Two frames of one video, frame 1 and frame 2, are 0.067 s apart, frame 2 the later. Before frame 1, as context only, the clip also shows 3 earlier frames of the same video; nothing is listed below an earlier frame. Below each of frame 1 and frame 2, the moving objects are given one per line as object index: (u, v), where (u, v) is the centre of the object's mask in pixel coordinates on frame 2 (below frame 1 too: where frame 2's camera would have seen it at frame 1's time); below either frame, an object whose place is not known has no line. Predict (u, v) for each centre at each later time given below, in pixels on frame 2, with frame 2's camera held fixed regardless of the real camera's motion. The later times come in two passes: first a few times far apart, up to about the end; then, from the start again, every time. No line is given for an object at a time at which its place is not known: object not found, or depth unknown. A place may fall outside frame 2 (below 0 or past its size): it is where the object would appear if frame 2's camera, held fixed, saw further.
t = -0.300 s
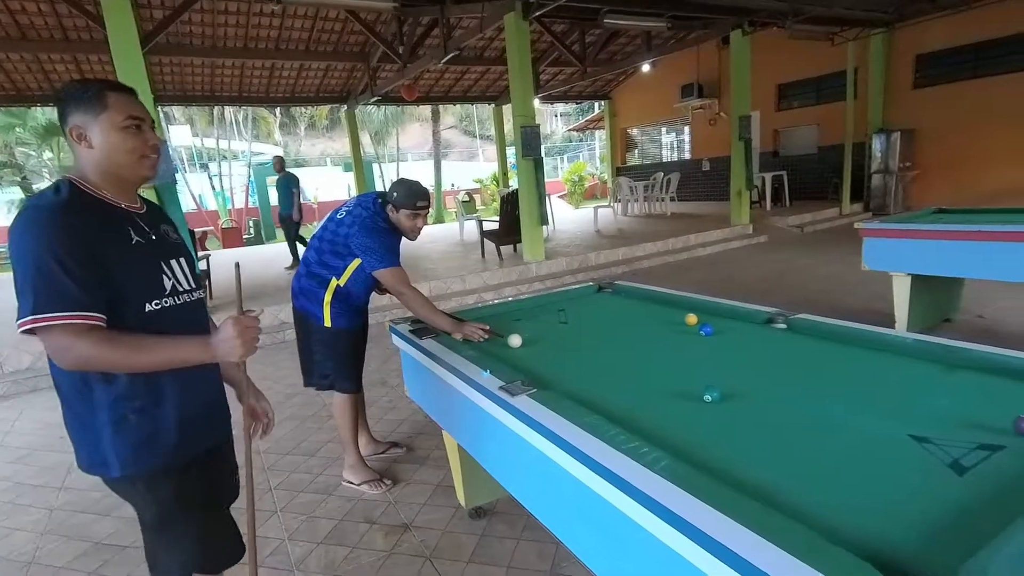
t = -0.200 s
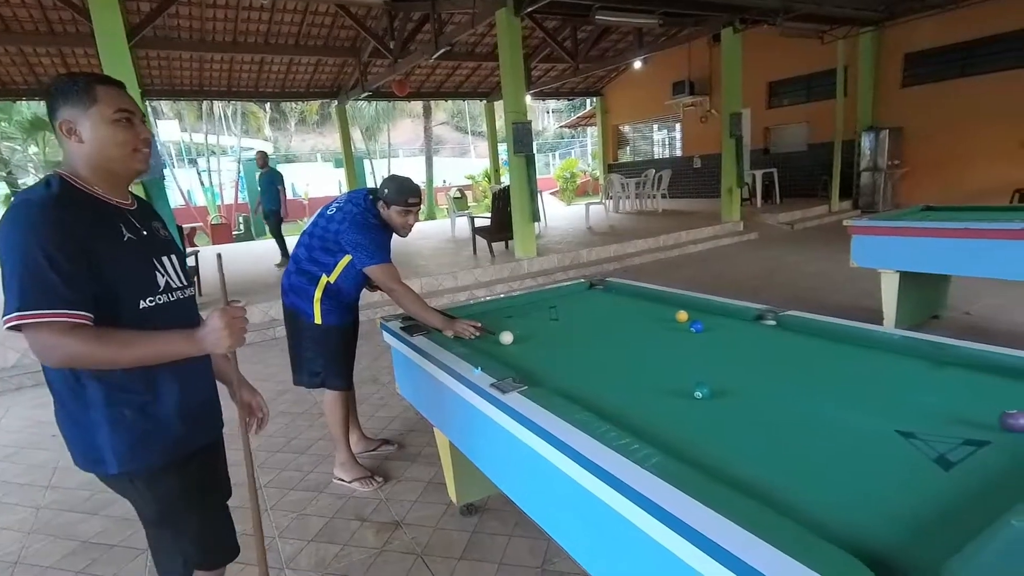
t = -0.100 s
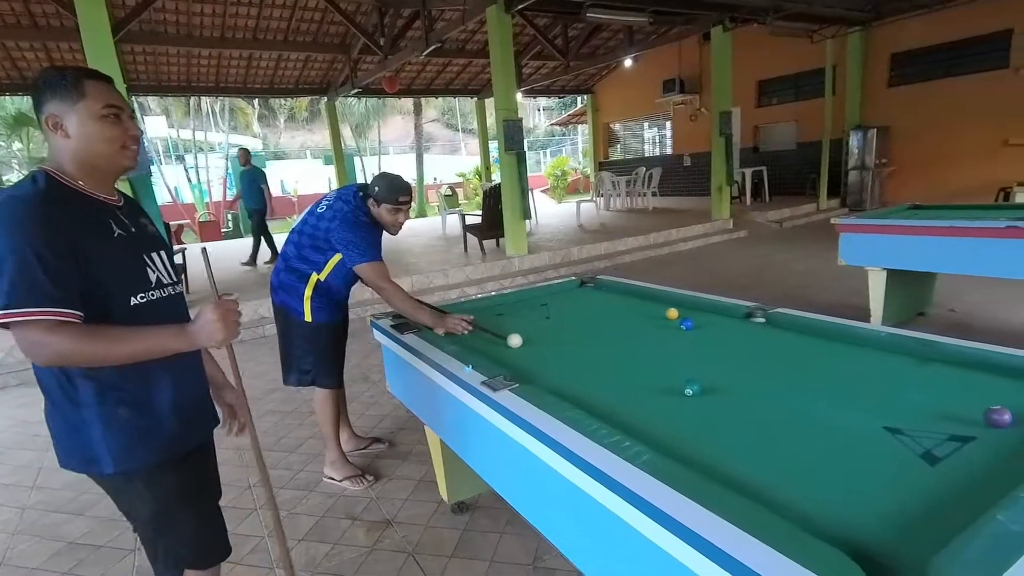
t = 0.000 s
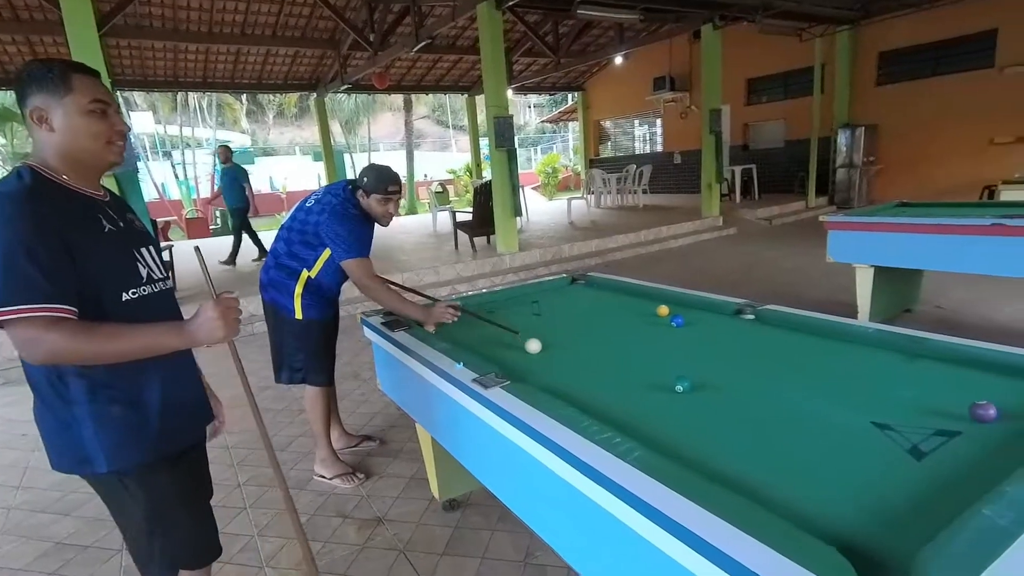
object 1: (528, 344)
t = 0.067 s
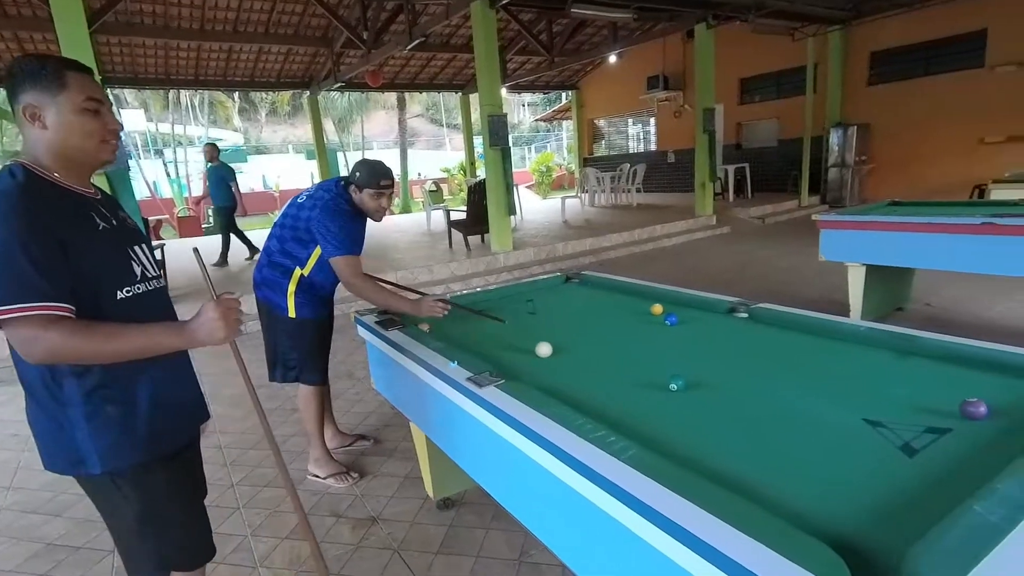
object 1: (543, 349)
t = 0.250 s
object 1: (590, 364)
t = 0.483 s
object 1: (660, 386)
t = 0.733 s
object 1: (730, 420)
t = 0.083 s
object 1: (548, 351)
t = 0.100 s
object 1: (552, 352)
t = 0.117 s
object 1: (556, 353)
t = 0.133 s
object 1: (560, 354)
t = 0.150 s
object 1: (564, 356)
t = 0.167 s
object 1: (568, 357)
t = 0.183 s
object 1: (572, 358)
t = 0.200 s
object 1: (577, 360)
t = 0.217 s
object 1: (581, 361)
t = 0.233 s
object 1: (586, 362)
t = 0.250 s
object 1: (590, 364)
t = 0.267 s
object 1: (594, 365)
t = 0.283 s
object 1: (599, 366)
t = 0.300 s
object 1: (604, 368)
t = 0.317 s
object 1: (609, 369)
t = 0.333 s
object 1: (614, 371)
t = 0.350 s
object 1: (619, 372)
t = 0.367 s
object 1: (624, 374)
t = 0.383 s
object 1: (629, 376)
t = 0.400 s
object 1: (635, 377)
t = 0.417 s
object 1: (640, 379)
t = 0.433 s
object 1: (645, 380)
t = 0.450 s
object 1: (651, 382)
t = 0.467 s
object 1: (656, 384)
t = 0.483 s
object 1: (660, 386)
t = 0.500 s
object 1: (664, 388)
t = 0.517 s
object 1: (668, 390)
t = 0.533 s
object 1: (673, 392)
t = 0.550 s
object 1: (677, 394)
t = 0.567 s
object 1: (681, 396)
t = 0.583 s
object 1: (686, 398)
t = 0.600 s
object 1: (691, 401)
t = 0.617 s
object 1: (695, 403)
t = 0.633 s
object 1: (700, 405)
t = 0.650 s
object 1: (705, 408)
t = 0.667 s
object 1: (710, 410)
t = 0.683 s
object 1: (715, 413)
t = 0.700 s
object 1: (720, 415)
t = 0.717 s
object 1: (725, 418)
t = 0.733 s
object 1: (730, 420)
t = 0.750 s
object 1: (736, 423)
